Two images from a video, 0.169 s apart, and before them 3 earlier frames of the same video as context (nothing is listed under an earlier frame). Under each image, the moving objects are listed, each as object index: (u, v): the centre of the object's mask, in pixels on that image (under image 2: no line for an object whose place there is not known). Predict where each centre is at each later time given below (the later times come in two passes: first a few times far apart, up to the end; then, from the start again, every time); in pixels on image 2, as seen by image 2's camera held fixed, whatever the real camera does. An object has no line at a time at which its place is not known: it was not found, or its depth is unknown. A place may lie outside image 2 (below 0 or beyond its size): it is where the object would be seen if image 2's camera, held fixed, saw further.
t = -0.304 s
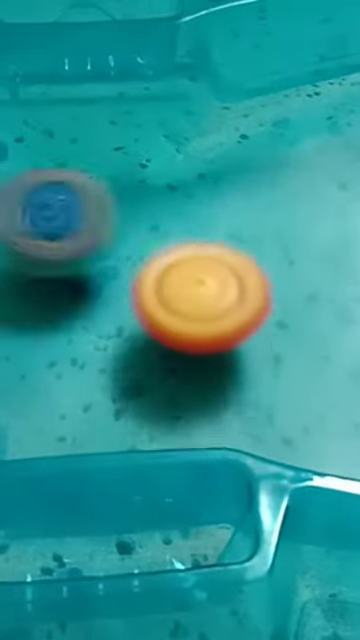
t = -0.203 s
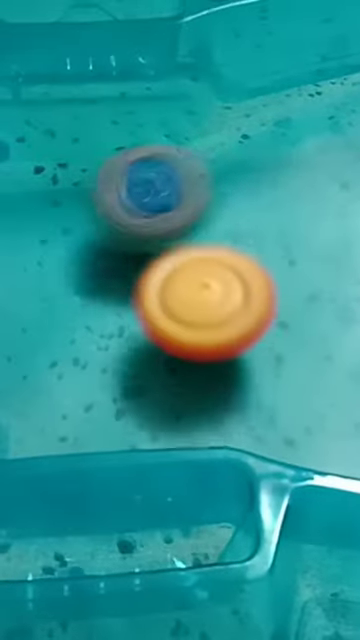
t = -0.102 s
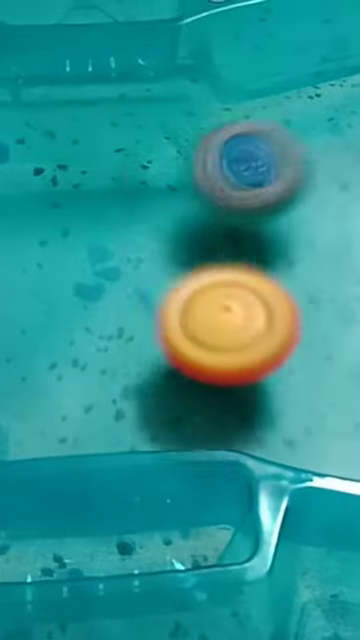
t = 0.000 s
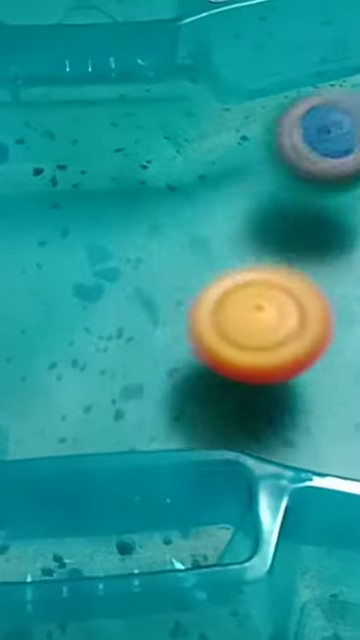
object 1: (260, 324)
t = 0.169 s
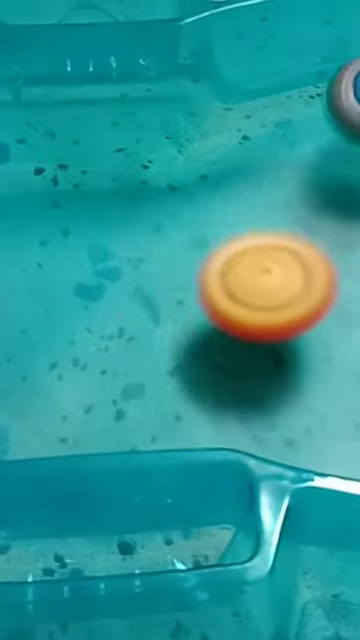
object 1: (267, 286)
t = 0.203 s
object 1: (256, 278)
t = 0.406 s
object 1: (156, 278)
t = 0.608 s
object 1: (69, 350)
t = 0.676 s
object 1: (58, 385)
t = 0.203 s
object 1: (256, 278)
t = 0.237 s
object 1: (242, 272)
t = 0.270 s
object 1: (226, 267)
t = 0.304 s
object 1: (208, 265)
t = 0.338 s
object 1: (191, 267)
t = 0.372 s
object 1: (172, 271)
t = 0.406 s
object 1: (156, 278)
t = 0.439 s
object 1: (140, 287)
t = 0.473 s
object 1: (124, 297)
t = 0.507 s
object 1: (108, 307)
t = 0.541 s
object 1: (91, 321)
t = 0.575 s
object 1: (77, 335)
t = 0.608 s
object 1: (69, 350)
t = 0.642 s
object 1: (63, 367)
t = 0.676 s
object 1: (58, 385)
